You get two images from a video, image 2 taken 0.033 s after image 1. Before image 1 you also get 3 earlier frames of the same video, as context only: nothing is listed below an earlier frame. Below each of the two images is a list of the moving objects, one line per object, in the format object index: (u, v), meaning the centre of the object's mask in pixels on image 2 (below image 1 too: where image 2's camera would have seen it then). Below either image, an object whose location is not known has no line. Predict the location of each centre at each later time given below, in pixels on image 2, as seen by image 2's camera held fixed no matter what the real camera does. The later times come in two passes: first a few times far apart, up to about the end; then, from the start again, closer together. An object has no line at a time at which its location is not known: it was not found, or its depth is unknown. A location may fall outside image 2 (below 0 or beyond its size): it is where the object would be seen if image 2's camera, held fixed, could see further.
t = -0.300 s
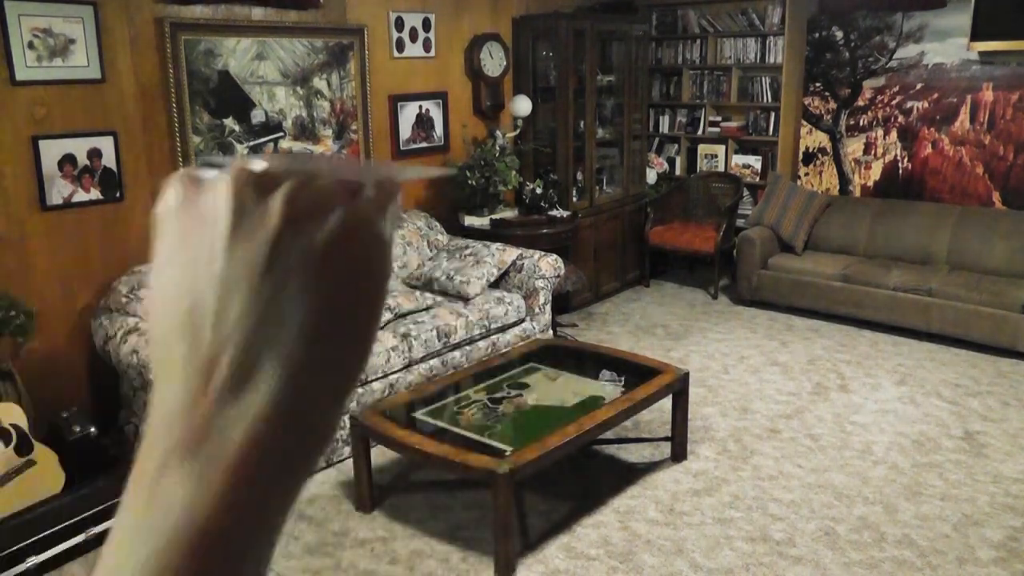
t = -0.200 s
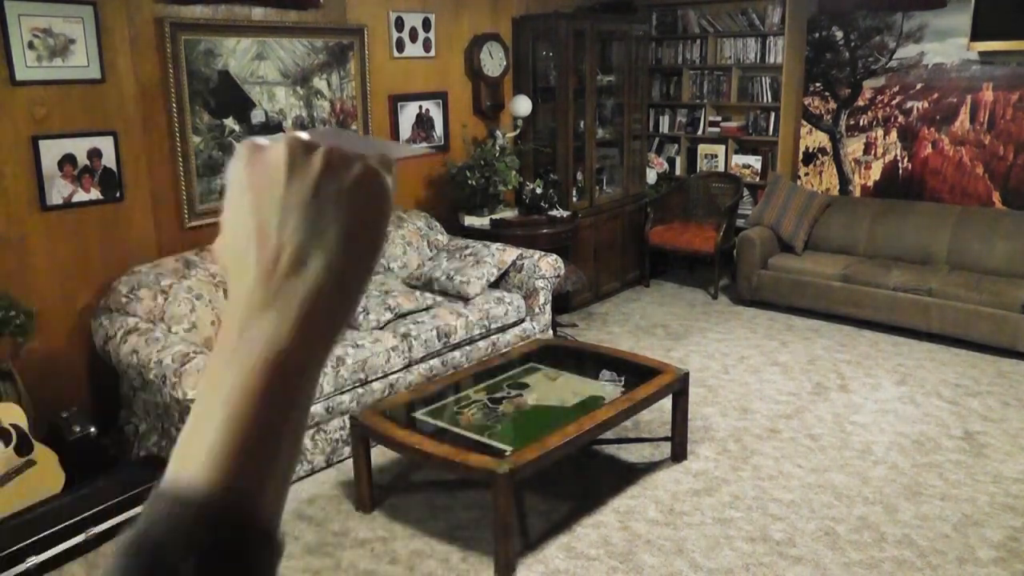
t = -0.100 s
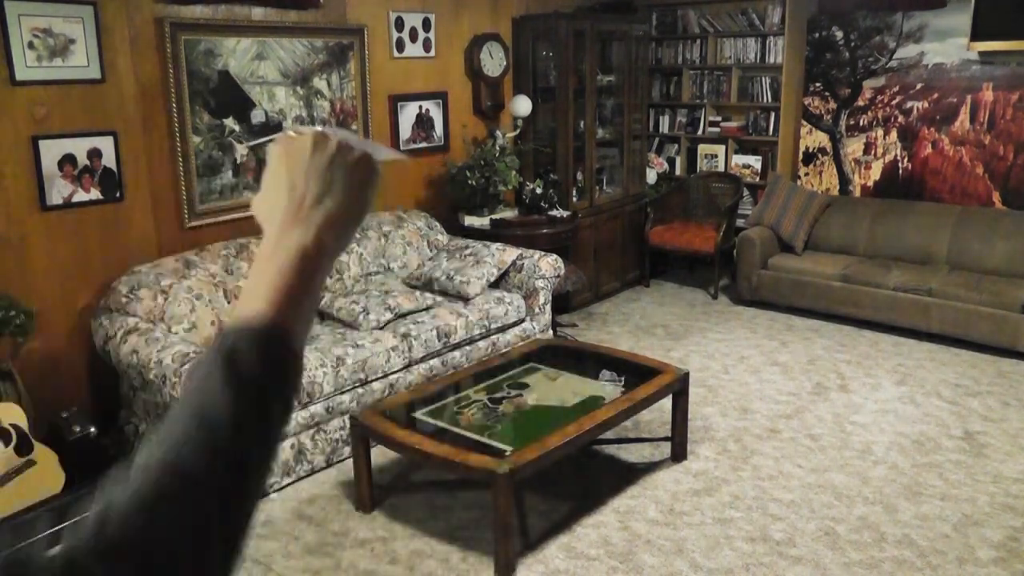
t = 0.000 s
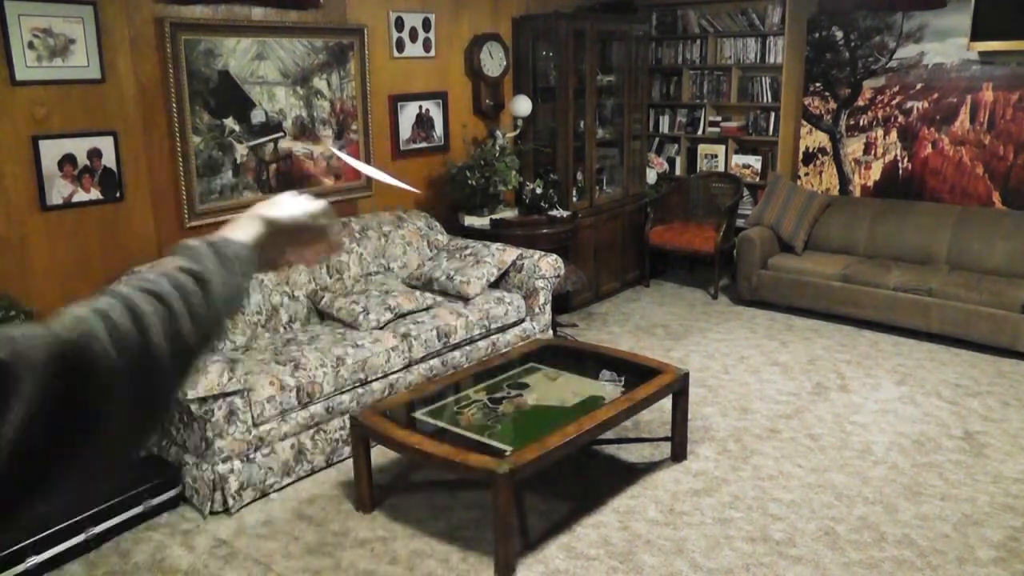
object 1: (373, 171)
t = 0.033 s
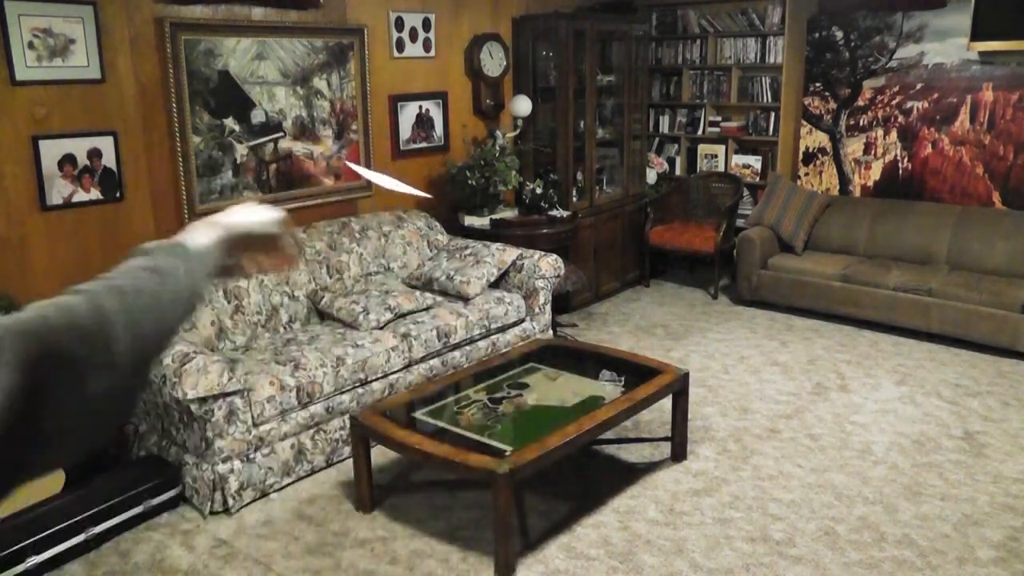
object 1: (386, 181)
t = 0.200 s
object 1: (459, 205)
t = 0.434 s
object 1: (483, 206)
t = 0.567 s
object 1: (475, 219)
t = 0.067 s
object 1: (402, 190)
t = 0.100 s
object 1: (417, 196)
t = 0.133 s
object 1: (433, 201)
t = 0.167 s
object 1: (448, 204)
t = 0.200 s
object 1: (459, 205)
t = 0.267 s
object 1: (476, 204)
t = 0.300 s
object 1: (480, 203)
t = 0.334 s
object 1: (482, 203)
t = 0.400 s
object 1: (484, 205)
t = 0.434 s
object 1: (483, 206)
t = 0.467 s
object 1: (481, 208)
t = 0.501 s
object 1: (479, 211)
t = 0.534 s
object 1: (477, 215)
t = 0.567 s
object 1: (475, 219)
